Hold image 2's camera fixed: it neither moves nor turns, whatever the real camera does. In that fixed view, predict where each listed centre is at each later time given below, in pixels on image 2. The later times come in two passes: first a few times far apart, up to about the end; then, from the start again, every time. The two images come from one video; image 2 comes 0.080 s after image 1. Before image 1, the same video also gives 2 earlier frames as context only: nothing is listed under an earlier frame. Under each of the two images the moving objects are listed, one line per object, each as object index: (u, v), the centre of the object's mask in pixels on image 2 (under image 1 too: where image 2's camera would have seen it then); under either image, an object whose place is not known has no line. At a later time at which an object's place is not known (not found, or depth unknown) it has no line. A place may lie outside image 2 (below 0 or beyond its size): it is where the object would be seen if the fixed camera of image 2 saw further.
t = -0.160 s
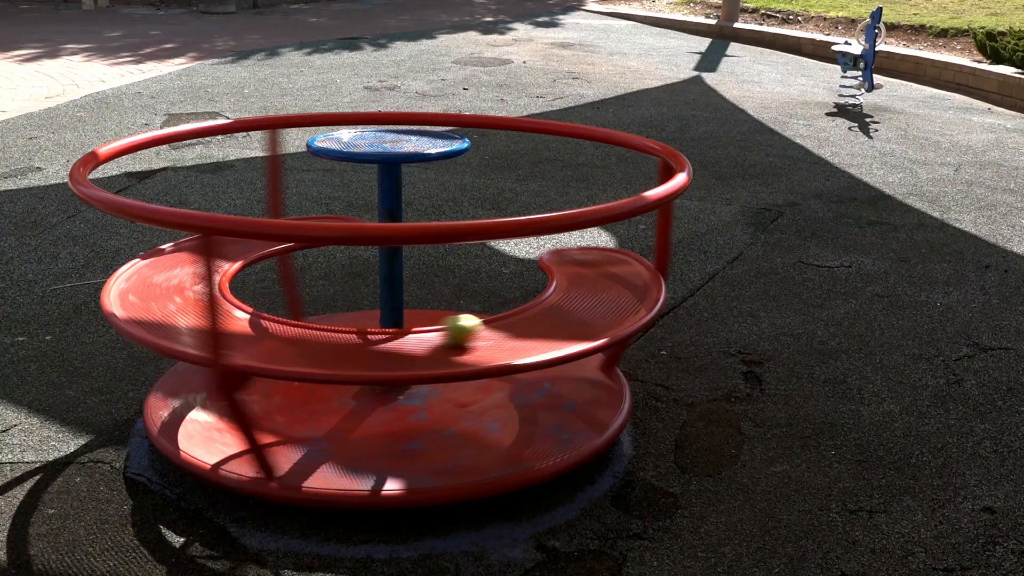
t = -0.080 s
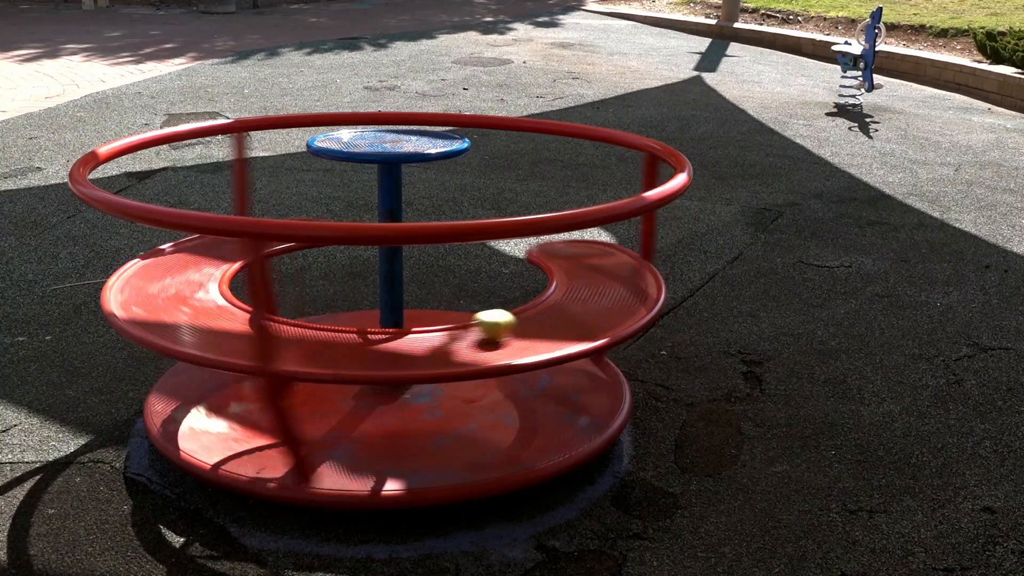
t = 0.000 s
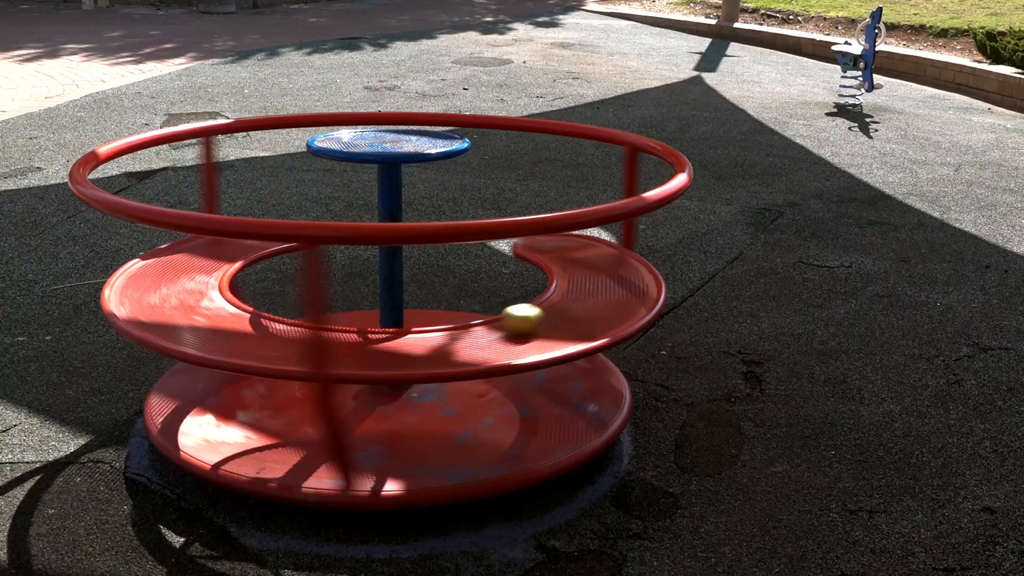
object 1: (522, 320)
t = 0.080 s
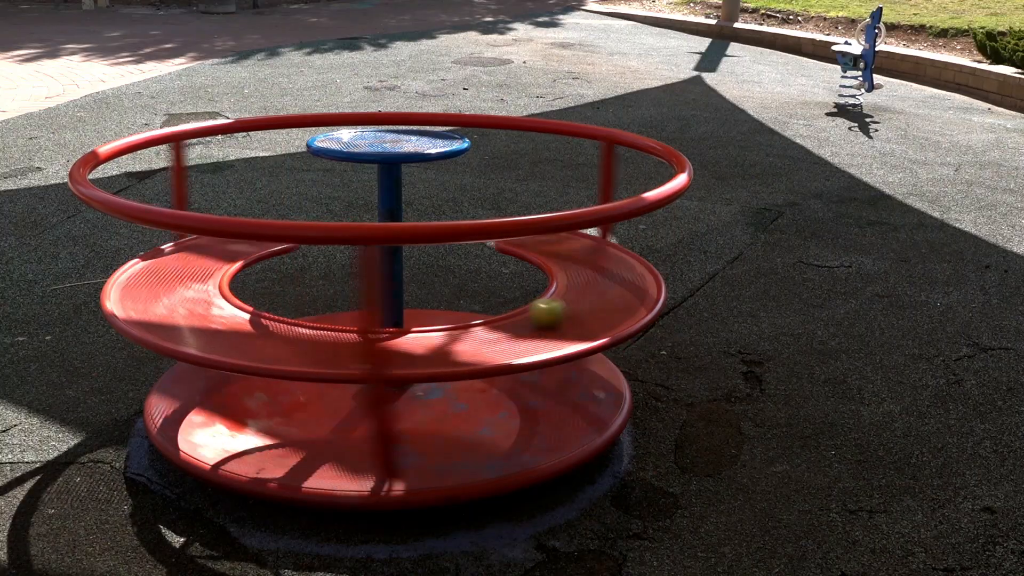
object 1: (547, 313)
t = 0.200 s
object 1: (575, 300)
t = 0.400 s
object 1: (596, 279)
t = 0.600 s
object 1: (585, 257)
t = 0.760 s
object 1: (561, 245)
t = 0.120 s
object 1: (557, 309)
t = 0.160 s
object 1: (567, 305)
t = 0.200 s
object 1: (575, 300)
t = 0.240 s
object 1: (581, 296)
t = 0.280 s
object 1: (586, 292)
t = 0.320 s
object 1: (590, 287)
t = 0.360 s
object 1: (593, 283)
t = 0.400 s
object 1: (596, 279)
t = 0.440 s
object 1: (593, 271)
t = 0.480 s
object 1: (593, 269)
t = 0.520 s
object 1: (592, 266)
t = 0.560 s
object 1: (589, 262)
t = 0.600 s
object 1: (585, 257)
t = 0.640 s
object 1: (580, 254)
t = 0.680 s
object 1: (575, 251)
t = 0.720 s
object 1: (568, 247)
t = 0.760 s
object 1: (561, 245)
